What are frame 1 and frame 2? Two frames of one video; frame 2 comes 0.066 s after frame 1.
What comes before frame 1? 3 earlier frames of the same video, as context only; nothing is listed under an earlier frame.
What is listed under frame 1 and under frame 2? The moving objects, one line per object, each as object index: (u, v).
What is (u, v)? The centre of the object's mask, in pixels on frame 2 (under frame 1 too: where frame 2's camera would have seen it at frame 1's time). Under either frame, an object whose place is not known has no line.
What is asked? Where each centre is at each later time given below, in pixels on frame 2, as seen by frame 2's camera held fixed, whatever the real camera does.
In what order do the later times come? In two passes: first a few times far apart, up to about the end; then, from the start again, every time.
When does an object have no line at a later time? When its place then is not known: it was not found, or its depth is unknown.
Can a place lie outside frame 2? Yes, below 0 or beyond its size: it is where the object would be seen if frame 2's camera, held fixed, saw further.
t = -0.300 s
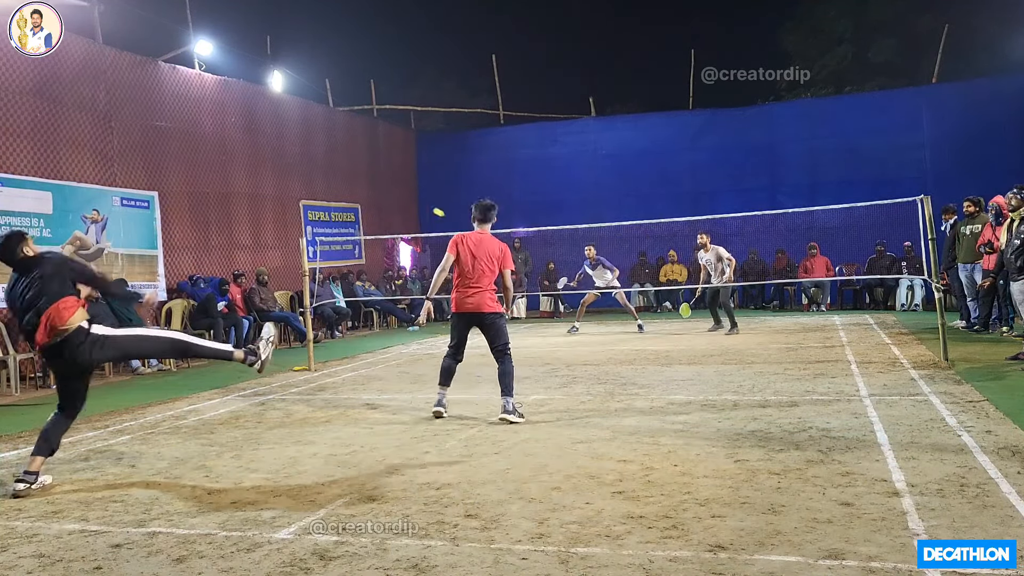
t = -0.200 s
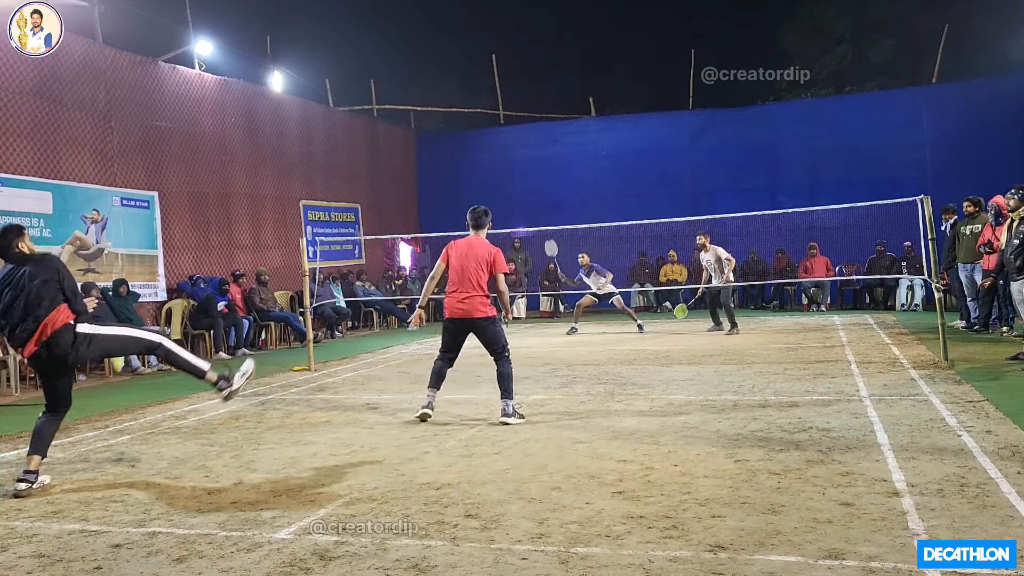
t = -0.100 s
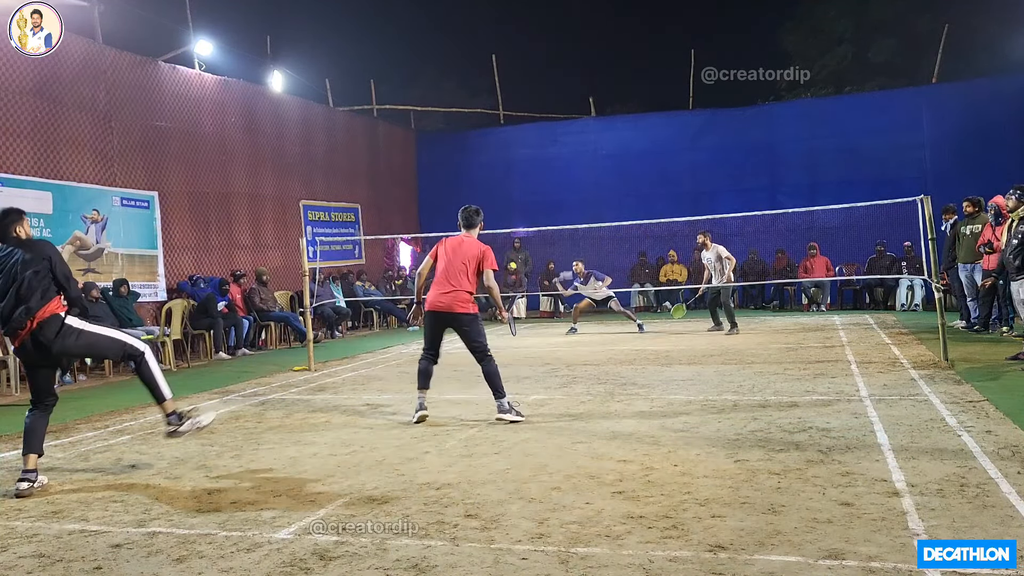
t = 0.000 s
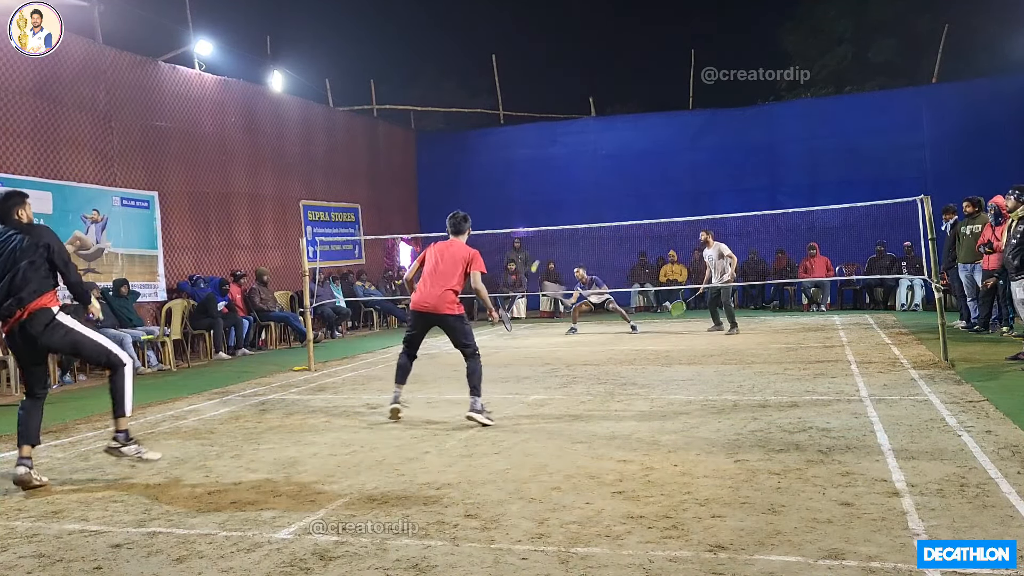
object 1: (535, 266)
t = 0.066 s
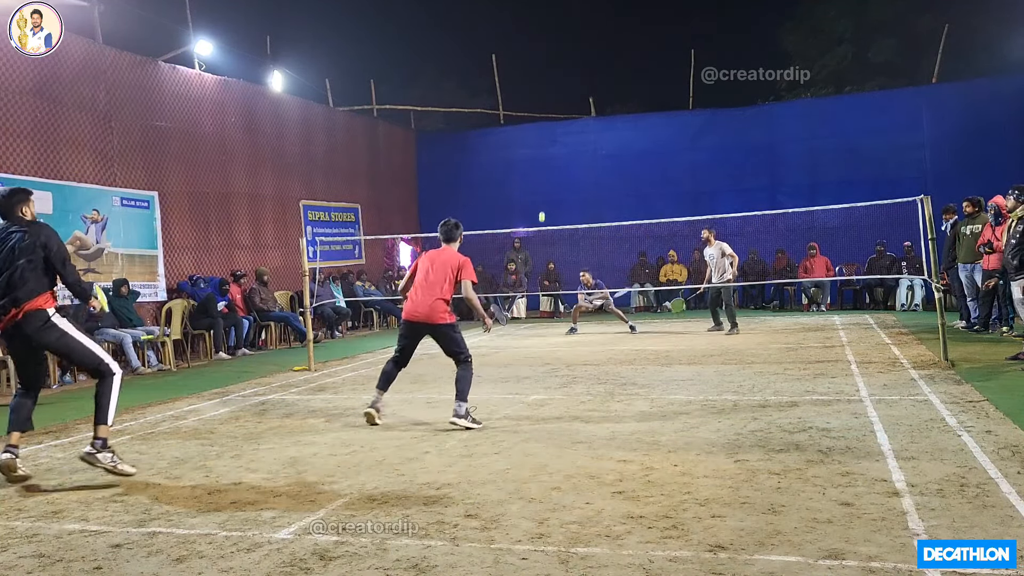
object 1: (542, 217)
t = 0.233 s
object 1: (554, 129)
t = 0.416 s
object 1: (567, 70)
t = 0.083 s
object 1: (542, 206)
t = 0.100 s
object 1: (544, 196)
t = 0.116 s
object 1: (545, 186)
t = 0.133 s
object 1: (546, 177)
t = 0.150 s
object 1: (547, 168)
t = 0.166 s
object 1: (549, 160)
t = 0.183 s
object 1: (550, 151)
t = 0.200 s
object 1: (551, 144)
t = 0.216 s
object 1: (553, 136)
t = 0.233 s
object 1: (554, 129)
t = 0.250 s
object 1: (555, 122)
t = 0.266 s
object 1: (556, 115)
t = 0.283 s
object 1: (557, 109)
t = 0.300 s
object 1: (558, 103)
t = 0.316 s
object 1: (560, 97)
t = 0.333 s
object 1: (561, 92)
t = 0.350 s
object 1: (562, 87)
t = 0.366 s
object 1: (563, 82)
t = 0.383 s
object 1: (564, 78)
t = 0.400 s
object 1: (565, 74)
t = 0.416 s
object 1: (567, 70)
